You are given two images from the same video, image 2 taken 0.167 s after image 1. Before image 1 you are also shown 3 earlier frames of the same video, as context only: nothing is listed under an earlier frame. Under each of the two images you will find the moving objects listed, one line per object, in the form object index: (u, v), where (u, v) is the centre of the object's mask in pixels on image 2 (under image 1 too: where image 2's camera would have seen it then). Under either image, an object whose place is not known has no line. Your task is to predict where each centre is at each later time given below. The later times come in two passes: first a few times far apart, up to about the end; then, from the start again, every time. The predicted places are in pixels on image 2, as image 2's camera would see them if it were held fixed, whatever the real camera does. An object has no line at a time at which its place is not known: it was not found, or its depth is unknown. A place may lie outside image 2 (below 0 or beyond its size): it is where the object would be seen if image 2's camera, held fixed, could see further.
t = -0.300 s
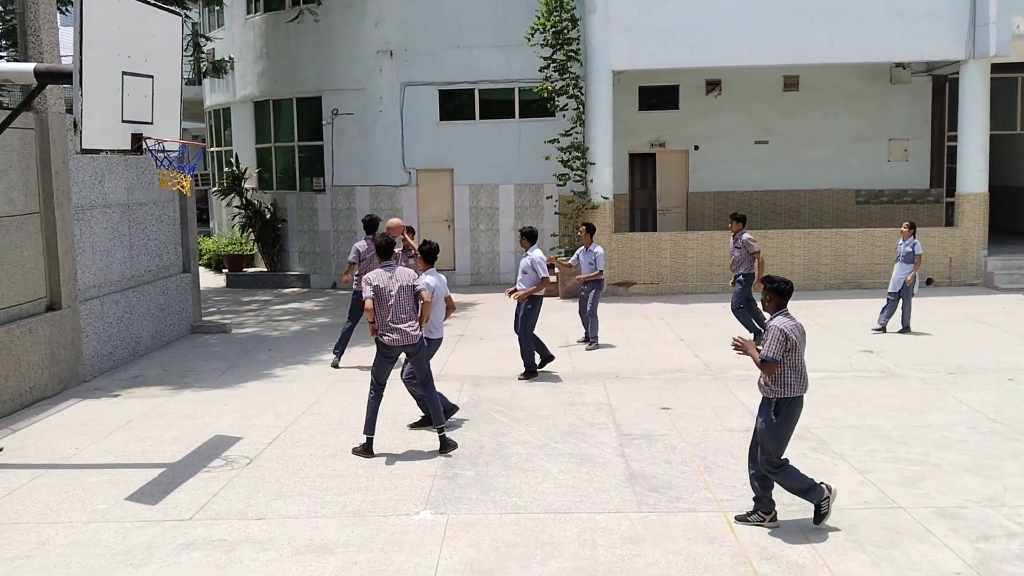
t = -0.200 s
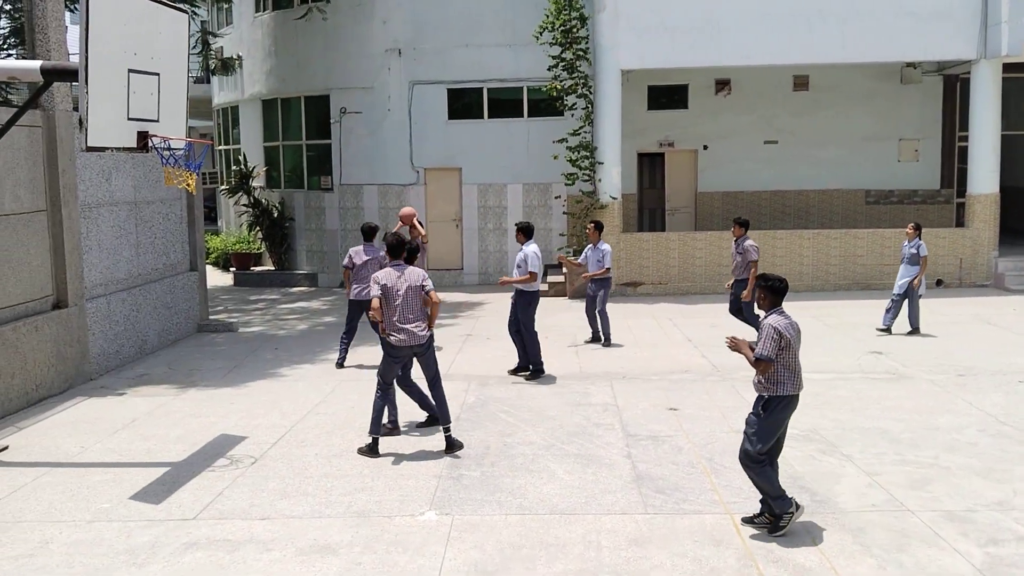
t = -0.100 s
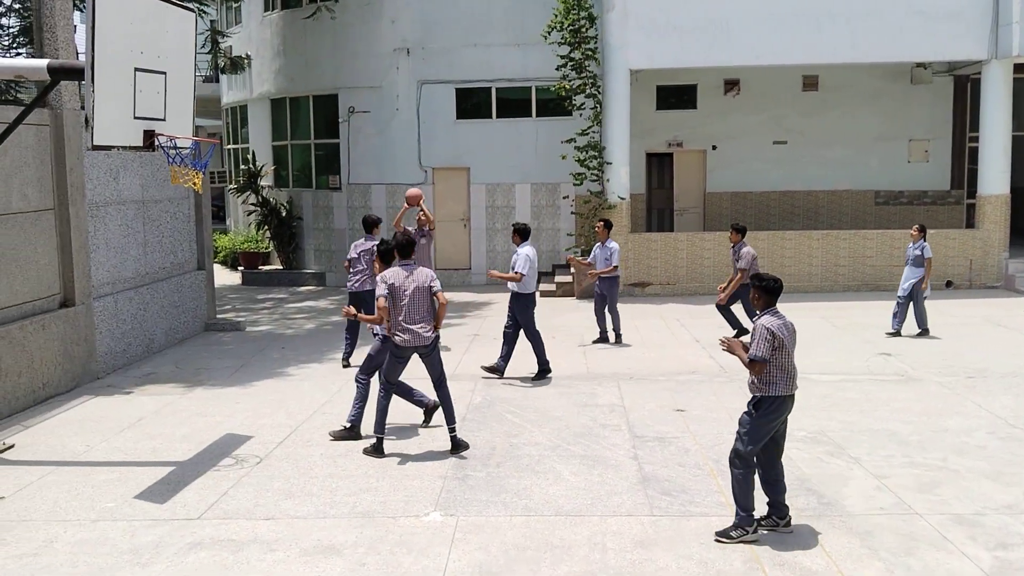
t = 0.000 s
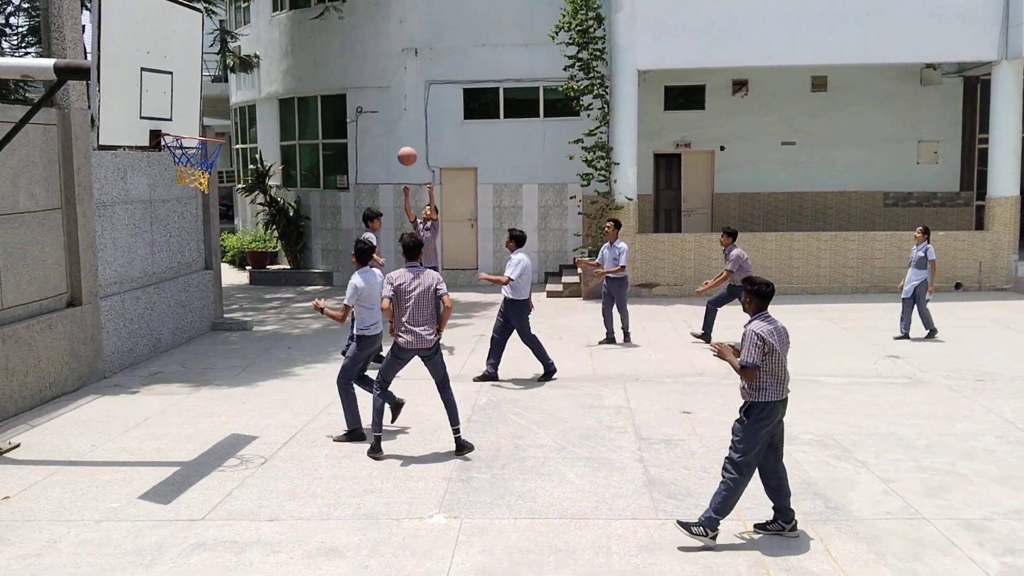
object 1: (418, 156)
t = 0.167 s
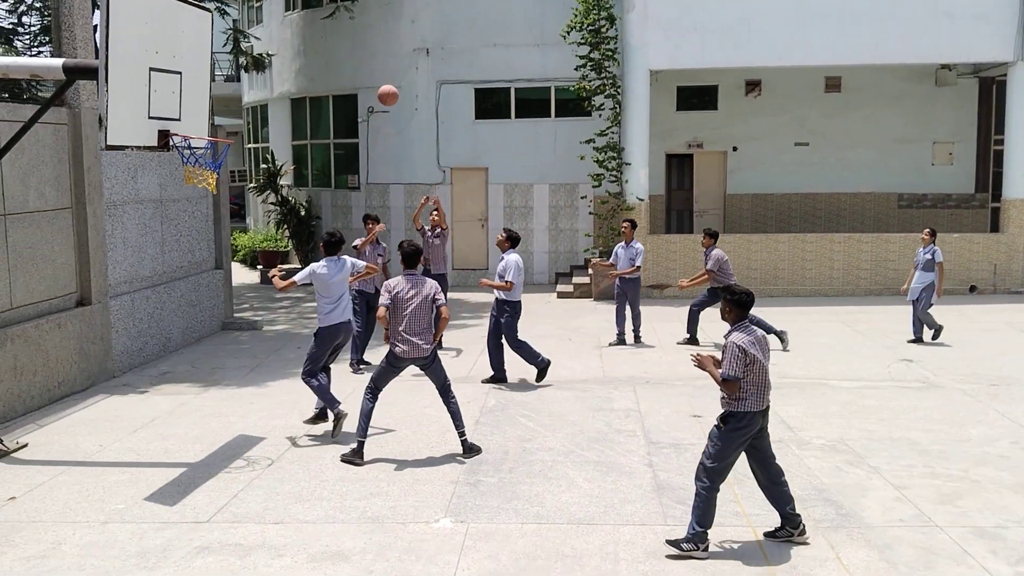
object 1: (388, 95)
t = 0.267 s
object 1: (367, 65)
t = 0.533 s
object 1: (305, 19)
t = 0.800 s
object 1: (226, 48)
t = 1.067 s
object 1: (120, 203)
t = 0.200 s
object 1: (381, 85)
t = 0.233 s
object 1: (374, 75)
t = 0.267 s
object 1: (367, 65)
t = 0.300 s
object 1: (360, 57)
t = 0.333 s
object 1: (353, 49)
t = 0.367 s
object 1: (345, 41)
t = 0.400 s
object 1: (337, 35)
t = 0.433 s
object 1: (329, 29)
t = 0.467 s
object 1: (321, 25)
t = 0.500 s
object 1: (314, 21)
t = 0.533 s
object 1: (305, 19)
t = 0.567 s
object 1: (296, 19)
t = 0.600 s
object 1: (287, 19)
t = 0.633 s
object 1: (278, 21)
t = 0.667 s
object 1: (268, 23)
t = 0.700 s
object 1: (258, 27)
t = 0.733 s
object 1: (248, 32)
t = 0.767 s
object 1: (237, 39)
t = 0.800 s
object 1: (226, 48)
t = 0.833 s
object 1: (215, 61)
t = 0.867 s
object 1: (203, 74)
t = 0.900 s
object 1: (191, 90)
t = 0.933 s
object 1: (178, 107)
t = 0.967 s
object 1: (165, 128)
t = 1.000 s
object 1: (150, 150)
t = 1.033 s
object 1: (136, 175)
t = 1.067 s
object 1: (120, 203)
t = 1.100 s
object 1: (106, 233)
